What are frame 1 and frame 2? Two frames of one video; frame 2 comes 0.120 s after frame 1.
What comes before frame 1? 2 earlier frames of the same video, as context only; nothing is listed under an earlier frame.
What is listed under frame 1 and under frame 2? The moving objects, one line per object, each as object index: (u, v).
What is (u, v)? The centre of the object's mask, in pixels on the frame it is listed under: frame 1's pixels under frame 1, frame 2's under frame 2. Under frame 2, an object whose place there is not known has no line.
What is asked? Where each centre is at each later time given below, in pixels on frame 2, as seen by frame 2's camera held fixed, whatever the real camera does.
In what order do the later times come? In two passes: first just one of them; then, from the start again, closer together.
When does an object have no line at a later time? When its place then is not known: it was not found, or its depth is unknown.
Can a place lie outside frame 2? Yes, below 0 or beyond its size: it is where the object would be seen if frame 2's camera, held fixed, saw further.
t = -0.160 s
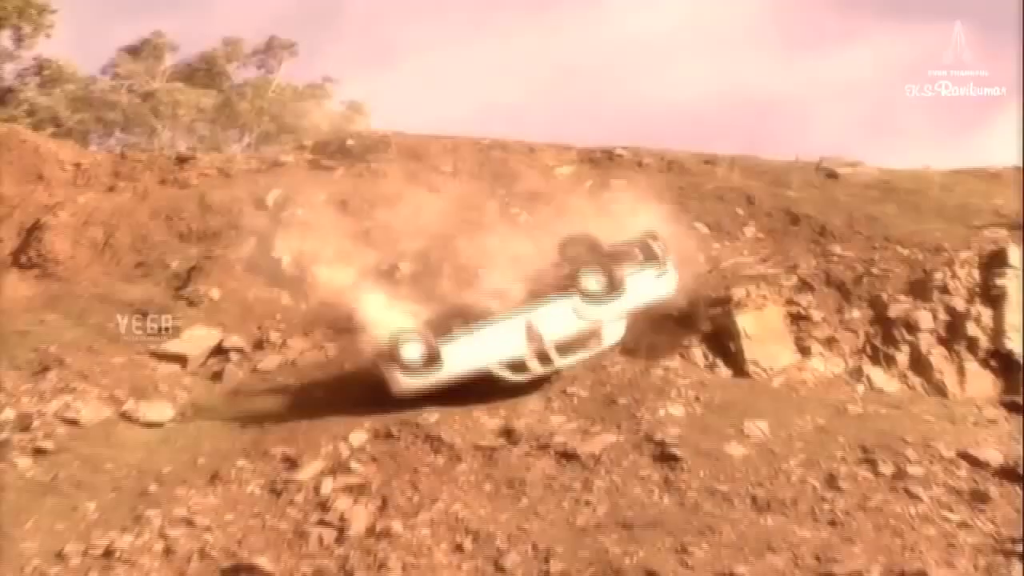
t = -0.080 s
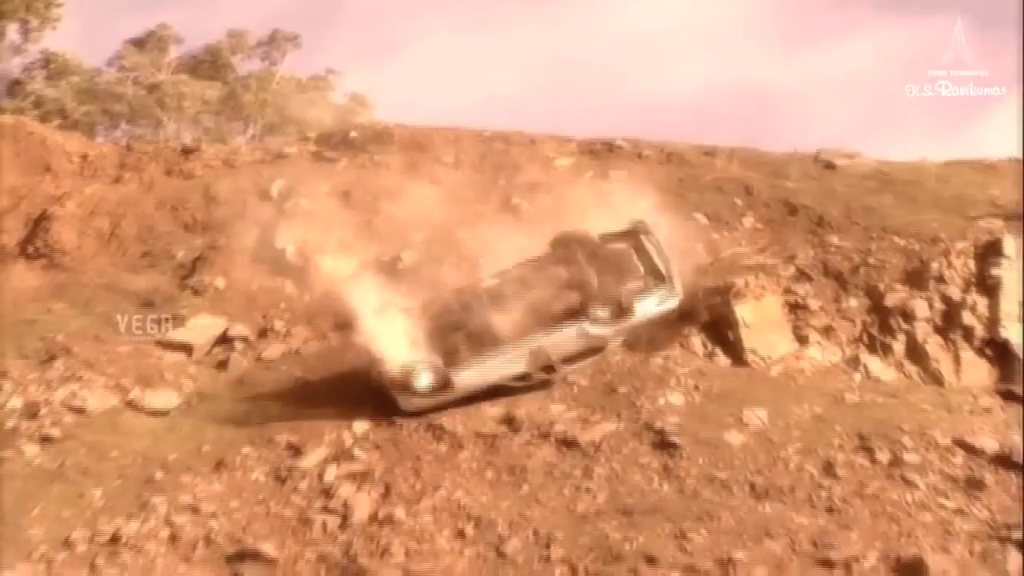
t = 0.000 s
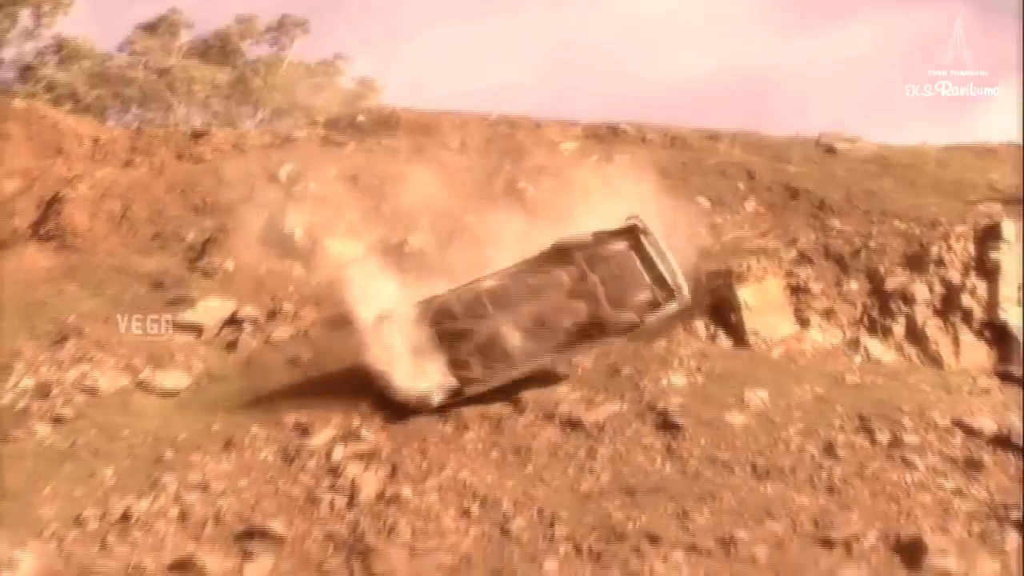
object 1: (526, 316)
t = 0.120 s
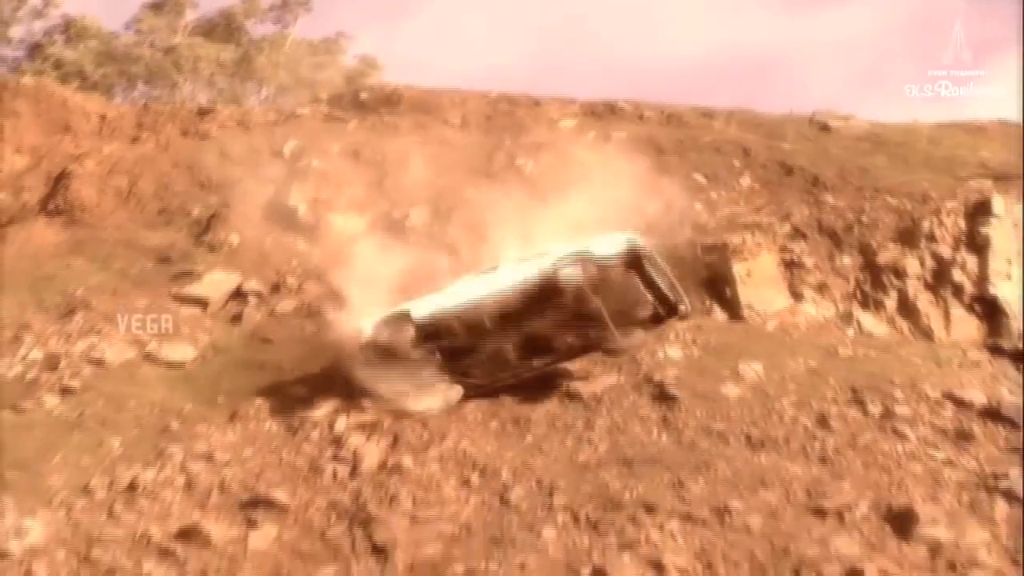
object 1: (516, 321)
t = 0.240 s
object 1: (523, 342)
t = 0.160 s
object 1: (516, 328)
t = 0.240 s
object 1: (523, 342)
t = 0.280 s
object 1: (524, 360)
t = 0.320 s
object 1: (526, 376)
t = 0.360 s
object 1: (527, 389)
